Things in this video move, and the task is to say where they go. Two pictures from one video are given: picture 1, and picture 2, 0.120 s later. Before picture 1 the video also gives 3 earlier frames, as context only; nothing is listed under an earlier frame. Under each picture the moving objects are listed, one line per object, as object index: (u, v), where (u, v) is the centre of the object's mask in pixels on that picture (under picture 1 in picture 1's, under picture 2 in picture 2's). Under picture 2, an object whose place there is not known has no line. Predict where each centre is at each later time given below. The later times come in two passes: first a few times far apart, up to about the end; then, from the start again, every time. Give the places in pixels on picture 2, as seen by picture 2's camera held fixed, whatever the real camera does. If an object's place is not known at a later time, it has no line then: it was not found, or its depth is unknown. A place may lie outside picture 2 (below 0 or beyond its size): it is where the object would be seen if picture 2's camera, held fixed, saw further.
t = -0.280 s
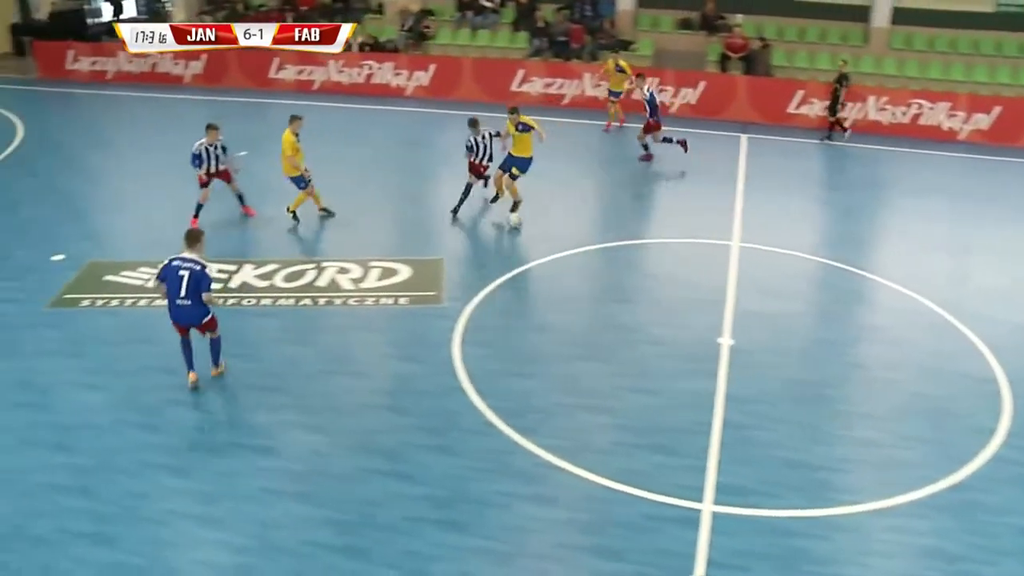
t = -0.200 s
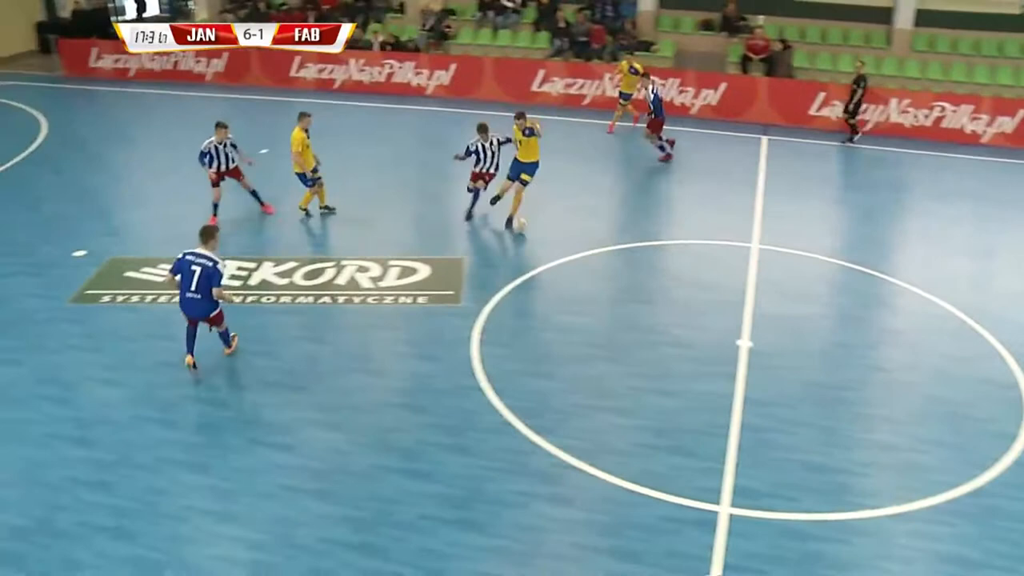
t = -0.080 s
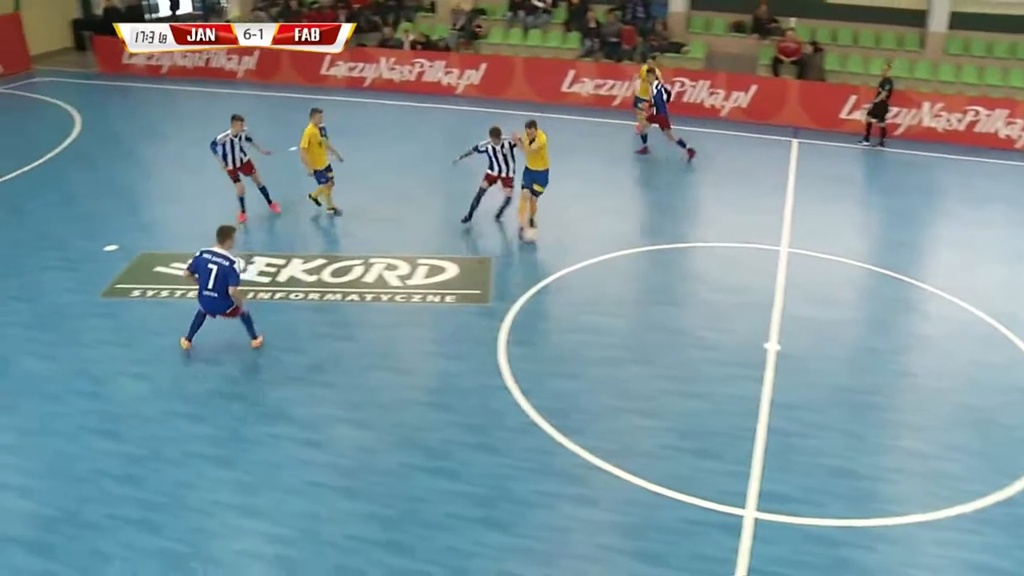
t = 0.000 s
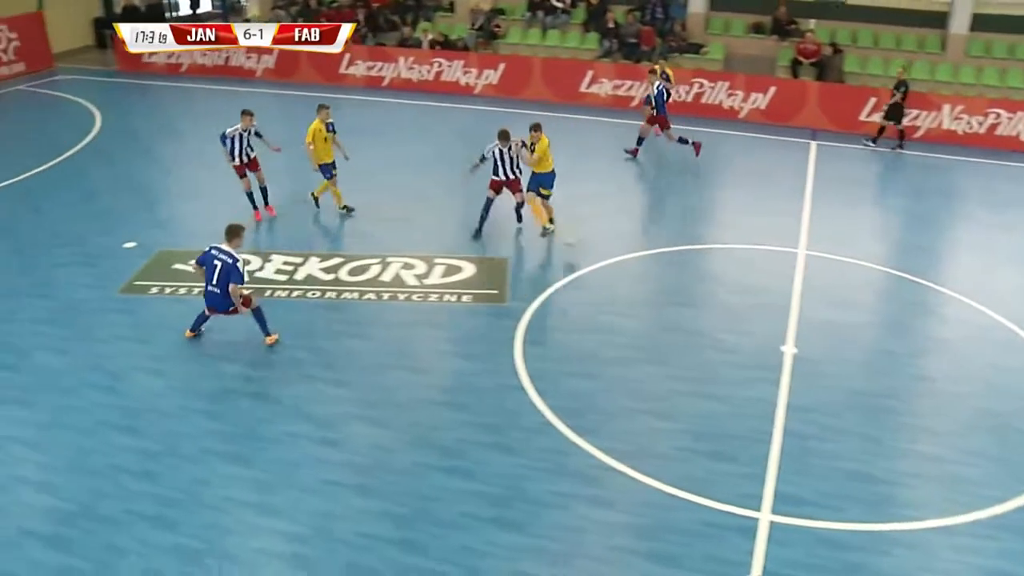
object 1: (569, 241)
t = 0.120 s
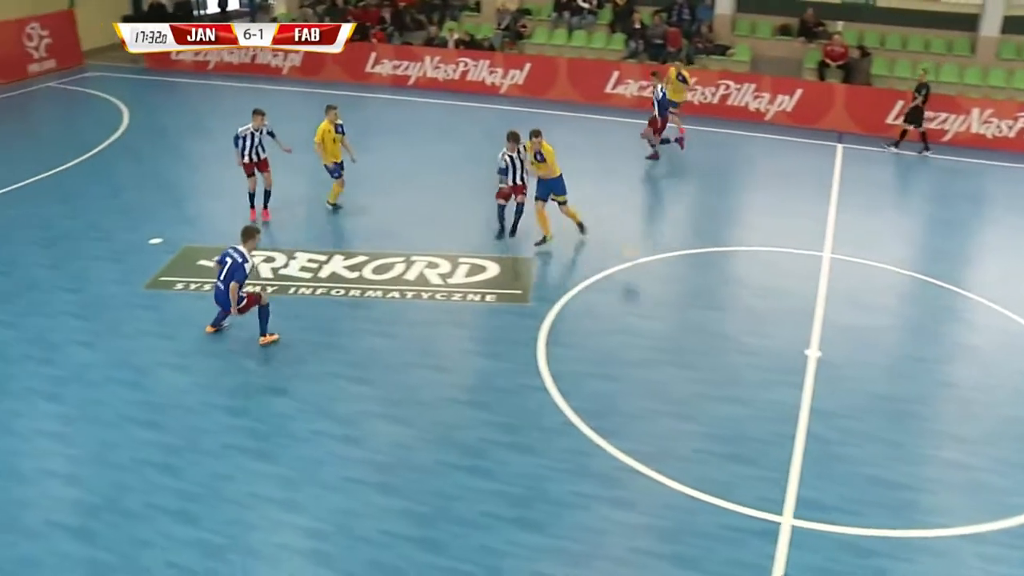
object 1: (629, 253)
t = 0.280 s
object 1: (685, 296)
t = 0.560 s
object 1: (748, 332)
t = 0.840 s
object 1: (814, 374)
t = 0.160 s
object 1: (645, 264)
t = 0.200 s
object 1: (655, 273)
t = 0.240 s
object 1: (672, 284)
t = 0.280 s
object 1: (685, 296)
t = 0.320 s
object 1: (695, 298)
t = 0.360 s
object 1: (704, 301)
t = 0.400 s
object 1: (712, 307)
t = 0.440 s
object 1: (721, 313)
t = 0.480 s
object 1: (730, 322)
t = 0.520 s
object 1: (739, 326)
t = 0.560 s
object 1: (748, 332)
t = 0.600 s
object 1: (757, 339)
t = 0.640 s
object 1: (766, 344)
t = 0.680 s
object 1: (776, 348)
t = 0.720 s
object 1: (784, 356)
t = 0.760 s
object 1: (794, 362)
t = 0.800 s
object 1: (804, 367)
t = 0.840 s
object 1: (814, 374)
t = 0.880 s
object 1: (824, 380)
